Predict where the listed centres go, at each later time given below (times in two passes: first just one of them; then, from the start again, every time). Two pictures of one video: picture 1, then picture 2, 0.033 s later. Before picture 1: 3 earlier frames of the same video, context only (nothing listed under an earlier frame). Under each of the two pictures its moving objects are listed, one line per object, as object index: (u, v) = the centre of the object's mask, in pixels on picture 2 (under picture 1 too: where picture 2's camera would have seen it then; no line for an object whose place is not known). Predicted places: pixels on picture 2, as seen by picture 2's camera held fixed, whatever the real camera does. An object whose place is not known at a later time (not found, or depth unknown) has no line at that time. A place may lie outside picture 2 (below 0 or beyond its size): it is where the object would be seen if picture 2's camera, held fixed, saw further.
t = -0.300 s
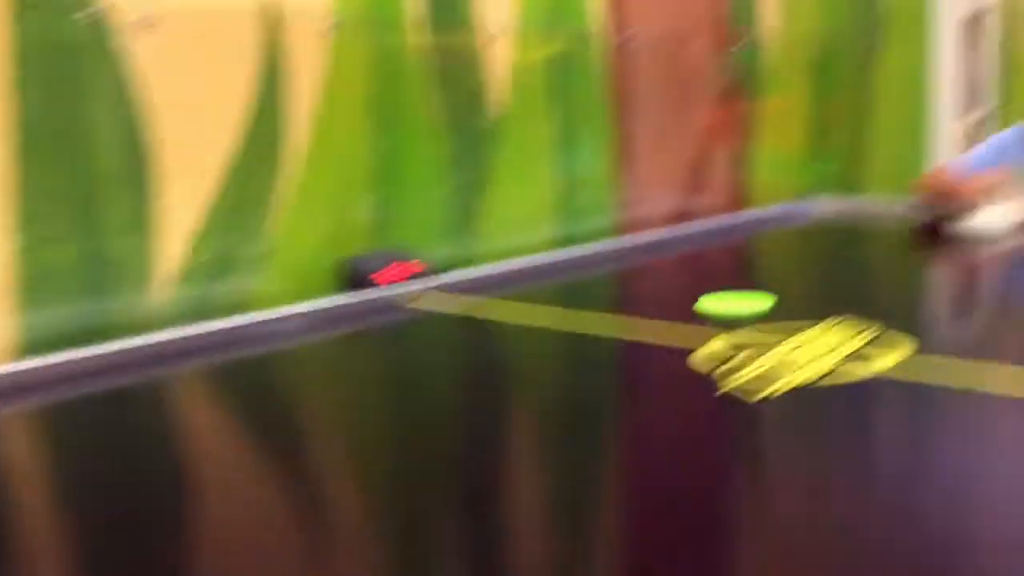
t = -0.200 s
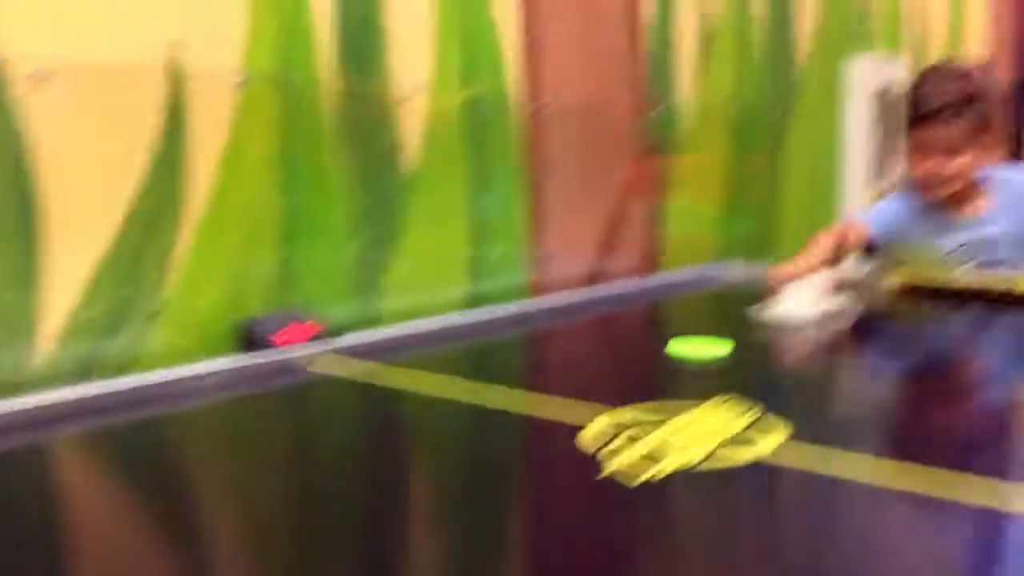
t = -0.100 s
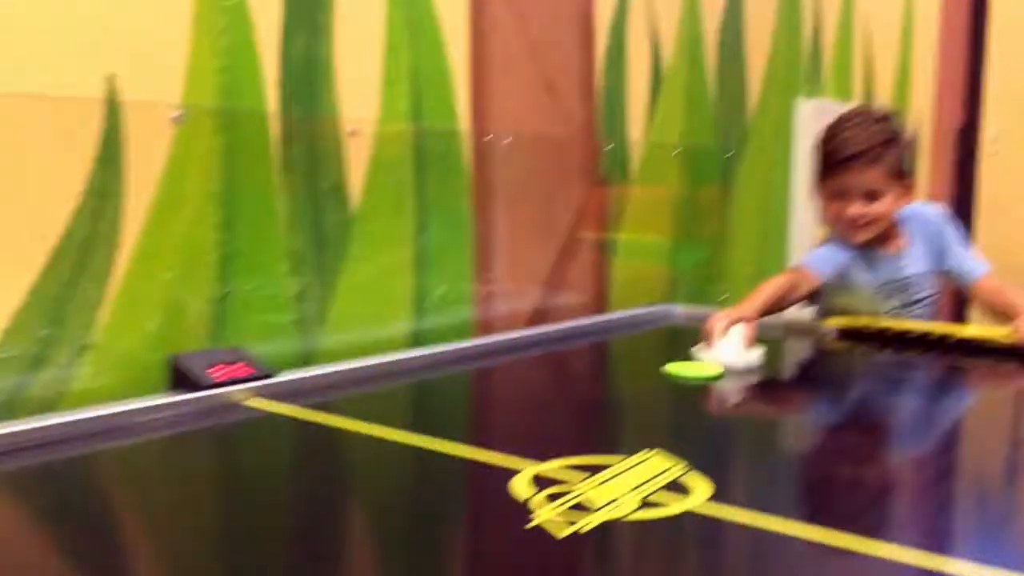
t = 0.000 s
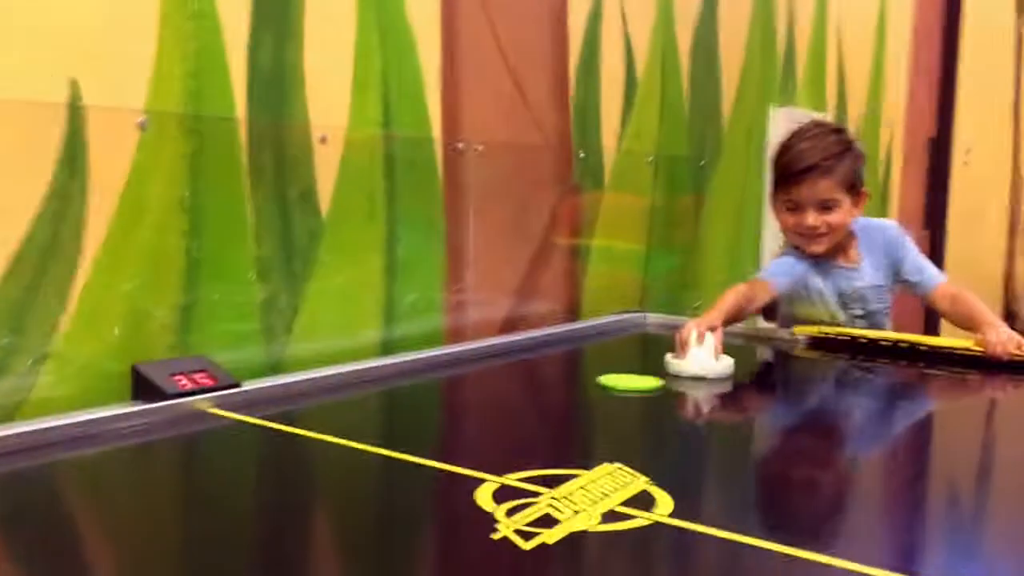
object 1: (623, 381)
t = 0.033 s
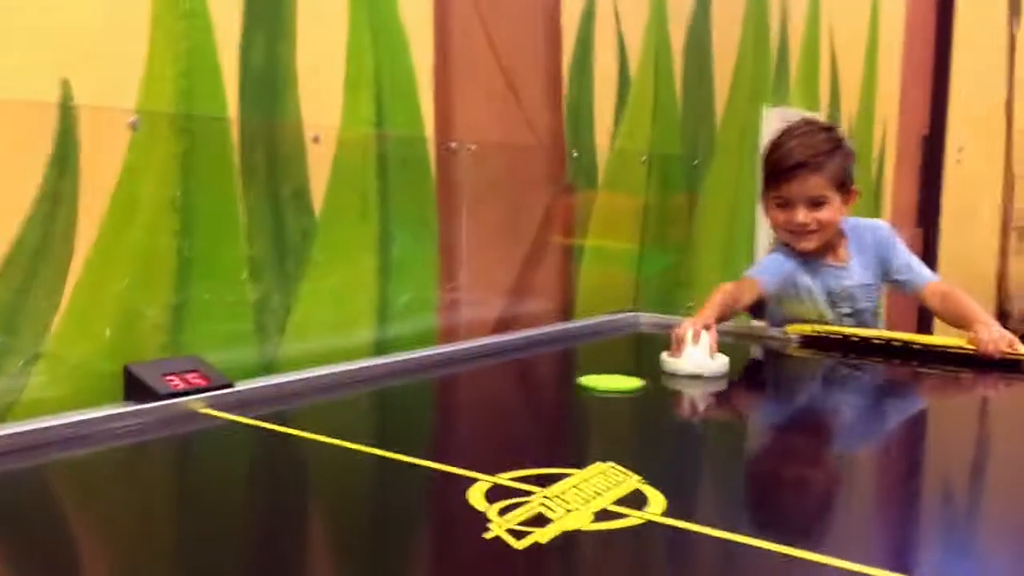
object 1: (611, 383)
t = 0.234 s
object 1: (533, 391)
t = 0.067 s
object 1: (599, 384)
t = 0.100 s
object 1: (585, 385)
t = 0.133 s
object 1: (573, 386)
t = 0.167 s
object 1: (560, 388)
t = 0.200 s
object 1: (546, 389)
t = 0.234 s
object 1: (533, 391)
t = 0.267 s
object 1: (520, 393)
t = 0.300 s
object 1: (507, 394)
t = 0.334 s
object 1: (493, 395)
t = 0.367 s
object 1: (480, 397)
